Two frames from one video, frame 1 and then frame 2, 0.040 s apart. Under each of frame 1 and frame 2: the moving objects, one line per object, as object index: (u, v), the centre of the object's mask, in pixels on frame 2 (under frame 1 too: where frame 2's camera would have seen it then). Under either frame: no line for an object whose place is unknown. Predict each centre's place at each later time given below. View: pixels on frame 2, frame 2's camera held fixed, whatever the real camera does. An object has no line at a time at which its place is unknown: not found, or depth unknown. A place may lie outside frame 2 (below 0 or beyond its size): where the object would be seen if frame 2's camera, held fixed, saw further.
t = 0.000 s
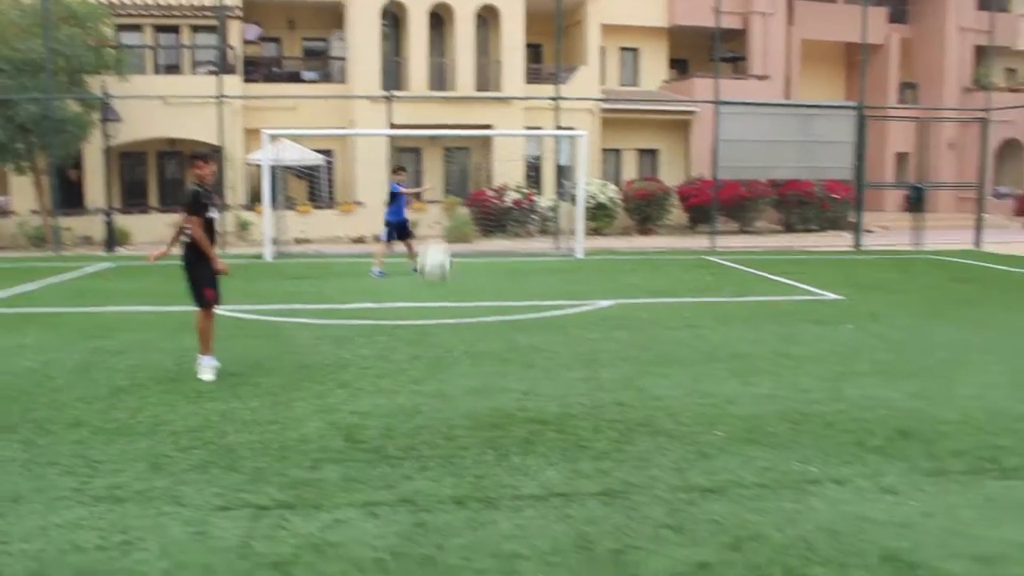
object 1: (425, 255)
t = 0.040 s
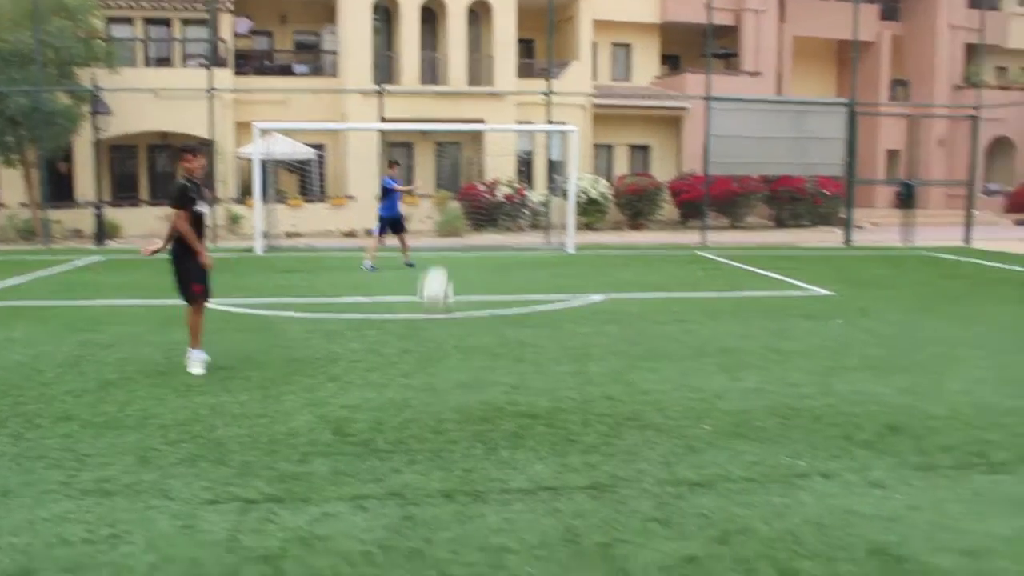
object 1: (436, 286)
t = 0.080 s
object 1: (448, 331)
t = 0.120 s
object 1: (463, 381)
